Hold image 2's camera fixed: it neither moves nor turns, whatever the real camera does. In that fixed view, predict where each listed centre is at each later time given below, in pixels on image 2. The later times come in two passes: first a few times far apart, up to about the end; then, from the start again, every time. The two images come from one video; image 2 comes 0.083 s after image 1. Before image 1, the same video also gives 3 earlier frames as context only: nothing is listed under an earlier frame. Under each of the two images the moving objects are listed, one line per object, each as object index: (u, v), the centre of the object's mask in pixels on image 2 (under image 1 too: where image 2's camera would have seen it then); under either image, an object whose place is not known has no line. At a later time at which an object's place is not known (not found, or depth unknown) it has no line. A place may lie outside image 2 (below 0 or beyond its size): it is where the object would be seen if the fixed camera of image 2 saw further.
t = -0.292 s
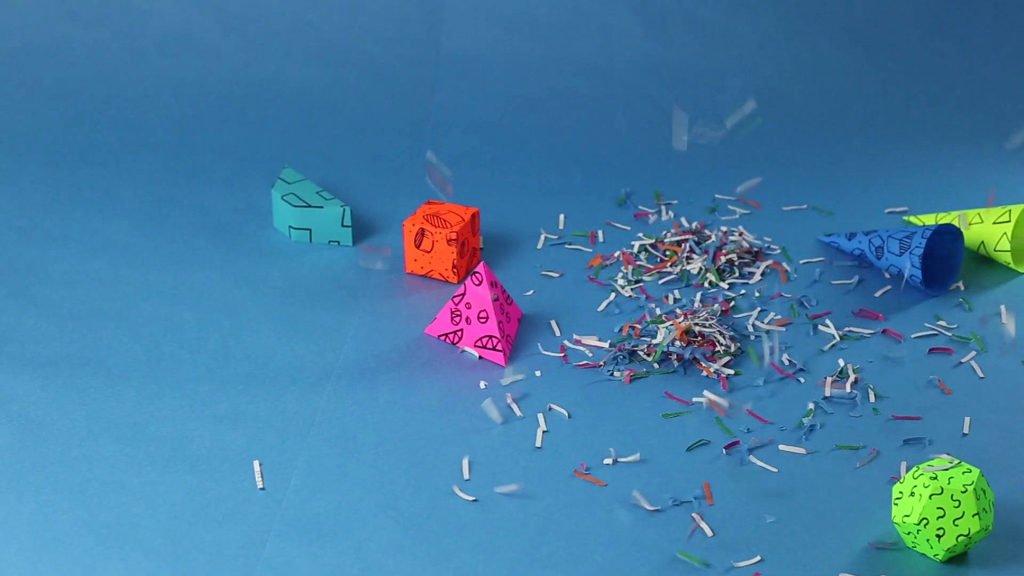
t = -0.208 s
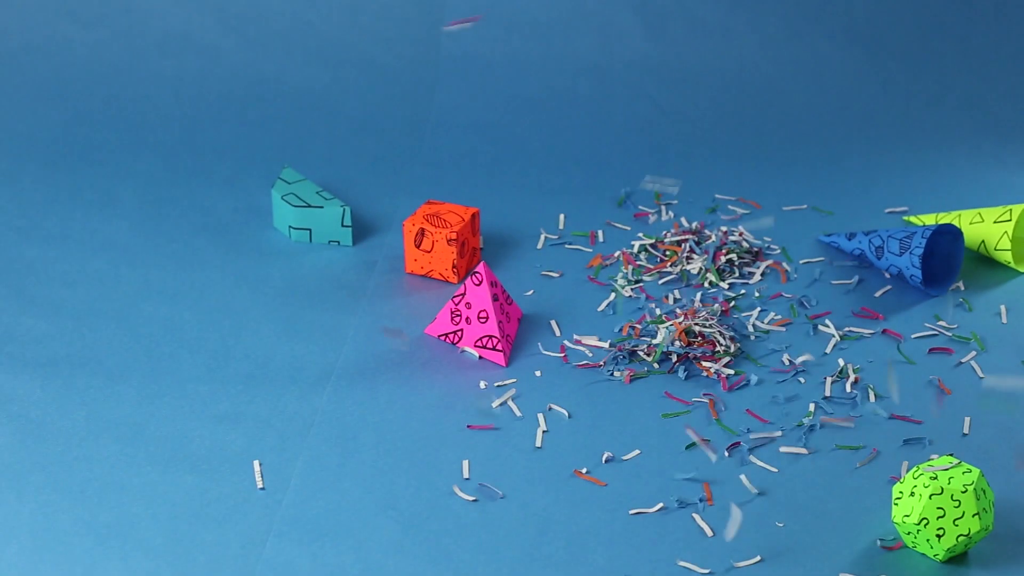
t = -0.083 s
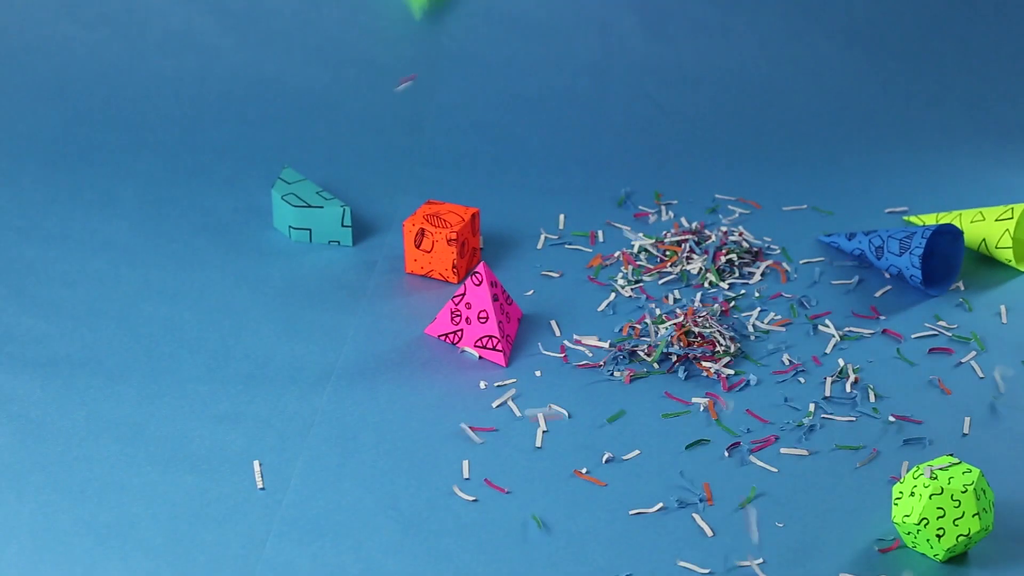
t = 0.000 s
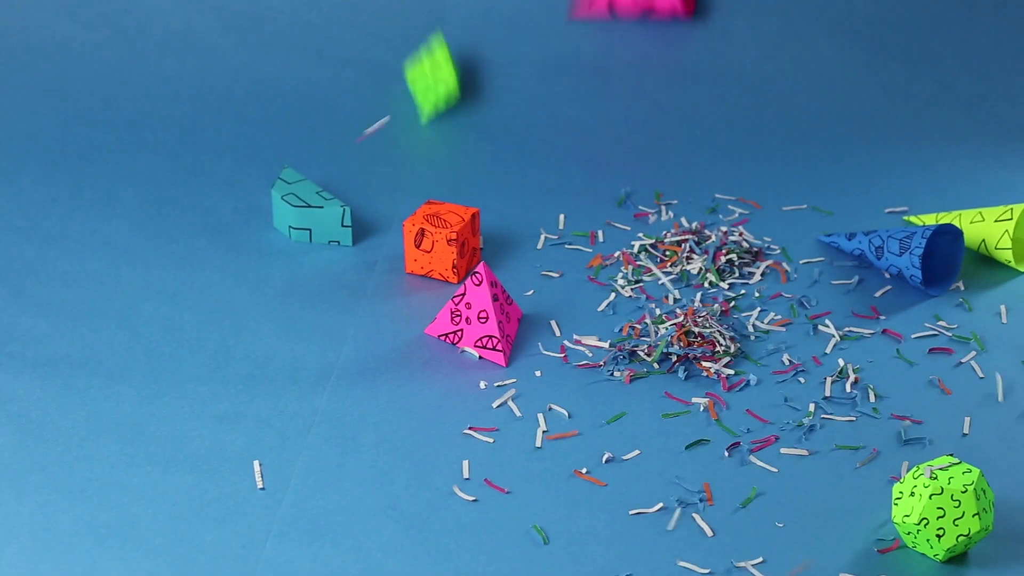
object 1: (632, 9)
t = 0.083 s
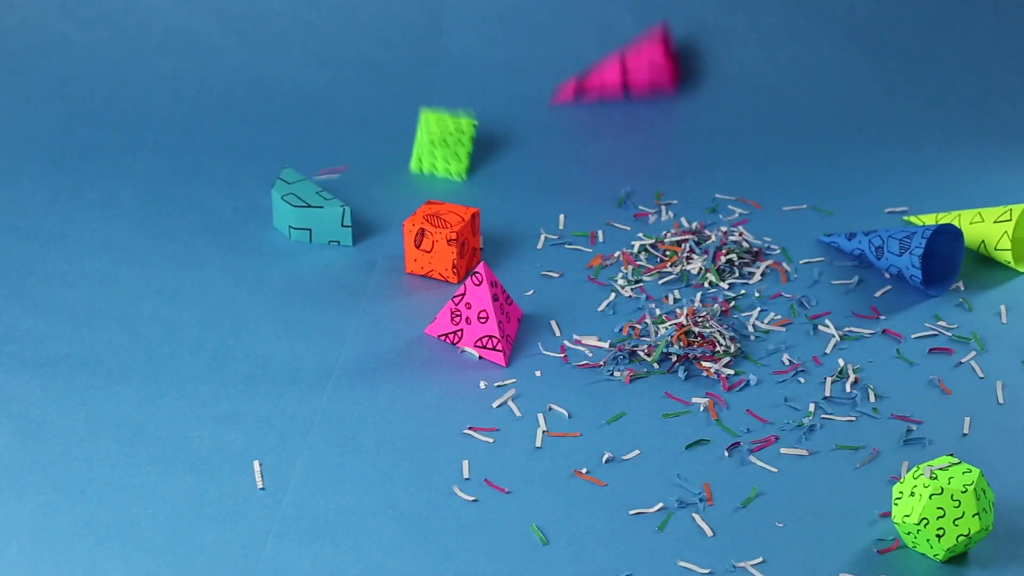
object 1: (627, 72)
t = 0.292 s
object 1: (620, 172)
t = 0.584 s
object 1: (586, 203)
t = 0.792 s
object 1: (557, 207)
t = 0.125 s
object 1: (623, 106)
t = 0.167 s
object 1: (624, 131)
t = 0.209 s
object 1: (622, 140)
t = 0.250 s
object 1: (621, 161)
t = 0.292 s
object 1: (620, 172)
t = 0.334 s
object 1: (616, 169)
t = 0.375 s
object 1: (612, 175)
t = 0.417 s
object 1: (607, 179)
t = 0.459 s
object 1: (603, 184)
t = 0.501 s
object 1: (599, 193)
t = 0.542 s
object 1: (593, 200)
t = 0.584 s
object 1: (586, 203)
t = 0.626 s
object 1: (575, 205)
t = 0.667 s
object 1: (569, 204)
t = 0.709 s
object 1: (563, 204)
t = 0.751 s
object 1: (559, 205)
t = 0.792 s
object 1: (557, 207)
